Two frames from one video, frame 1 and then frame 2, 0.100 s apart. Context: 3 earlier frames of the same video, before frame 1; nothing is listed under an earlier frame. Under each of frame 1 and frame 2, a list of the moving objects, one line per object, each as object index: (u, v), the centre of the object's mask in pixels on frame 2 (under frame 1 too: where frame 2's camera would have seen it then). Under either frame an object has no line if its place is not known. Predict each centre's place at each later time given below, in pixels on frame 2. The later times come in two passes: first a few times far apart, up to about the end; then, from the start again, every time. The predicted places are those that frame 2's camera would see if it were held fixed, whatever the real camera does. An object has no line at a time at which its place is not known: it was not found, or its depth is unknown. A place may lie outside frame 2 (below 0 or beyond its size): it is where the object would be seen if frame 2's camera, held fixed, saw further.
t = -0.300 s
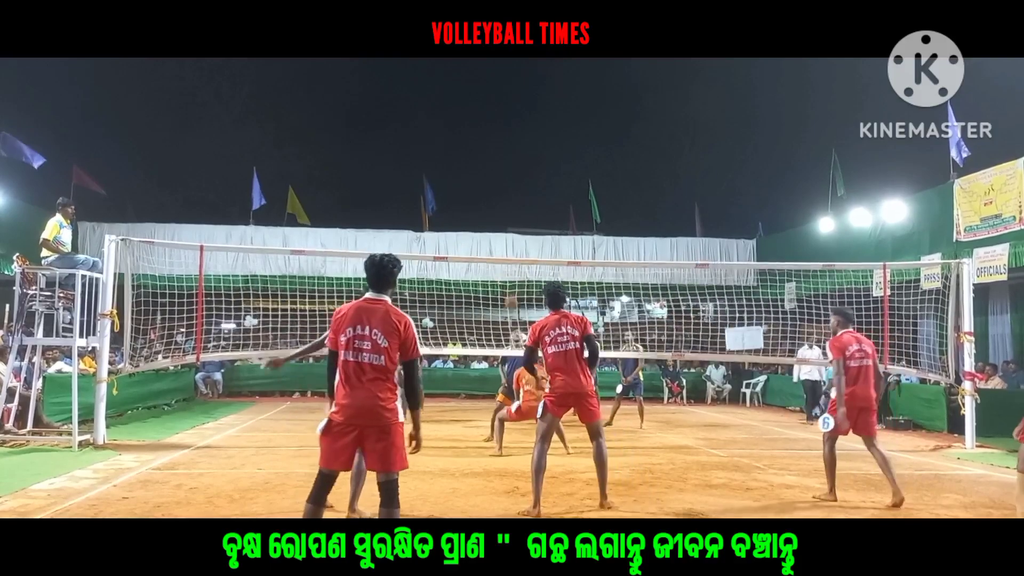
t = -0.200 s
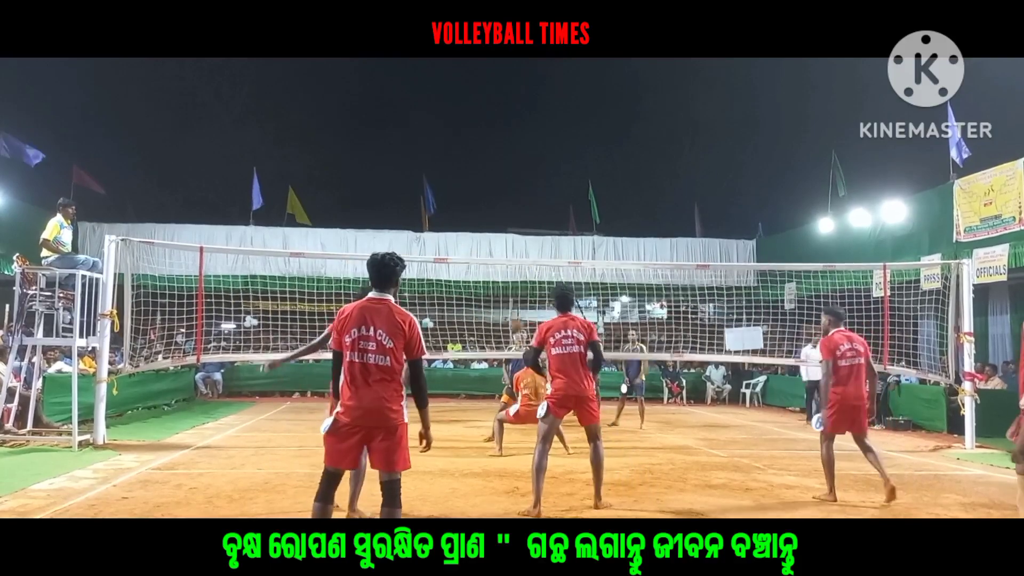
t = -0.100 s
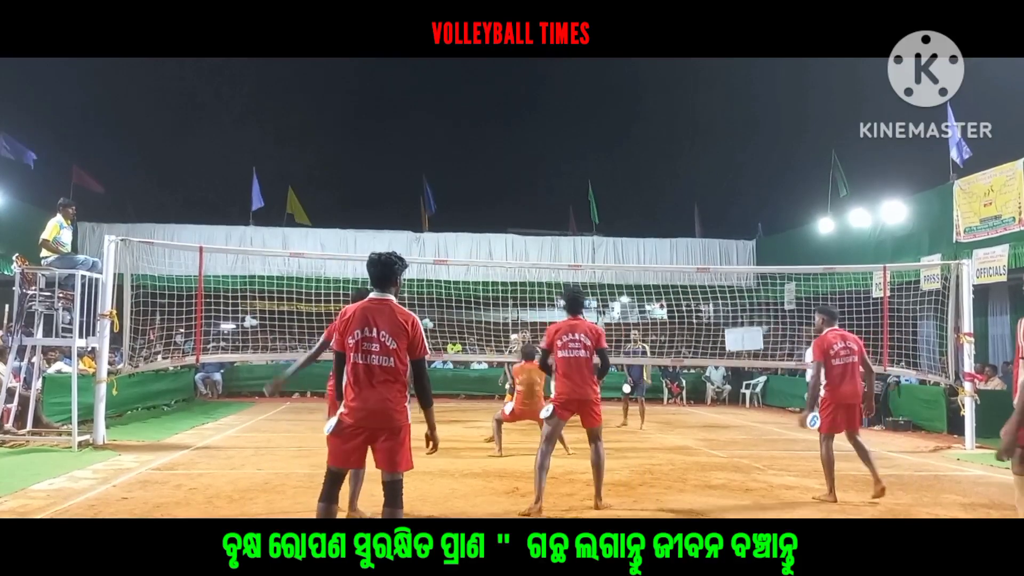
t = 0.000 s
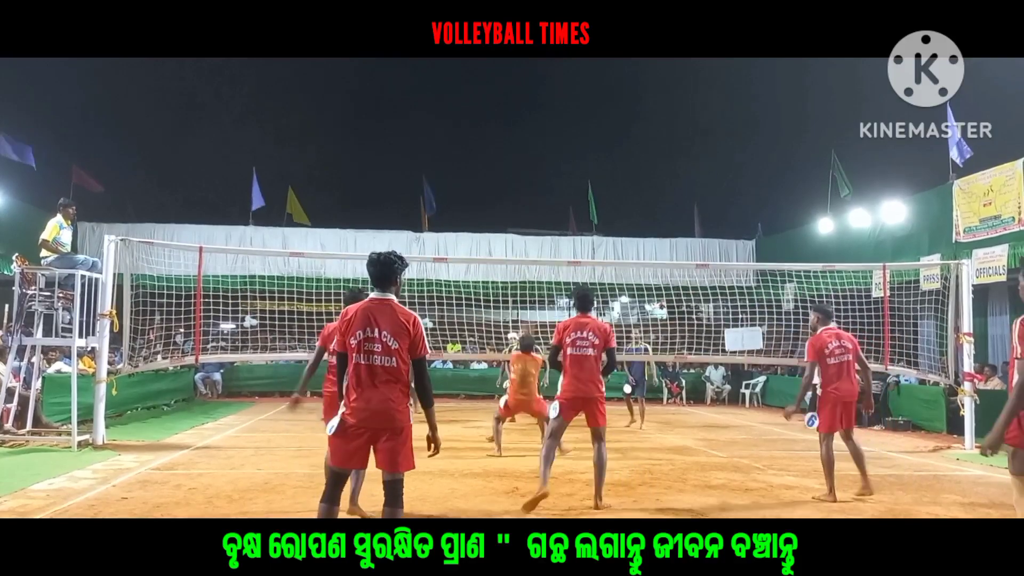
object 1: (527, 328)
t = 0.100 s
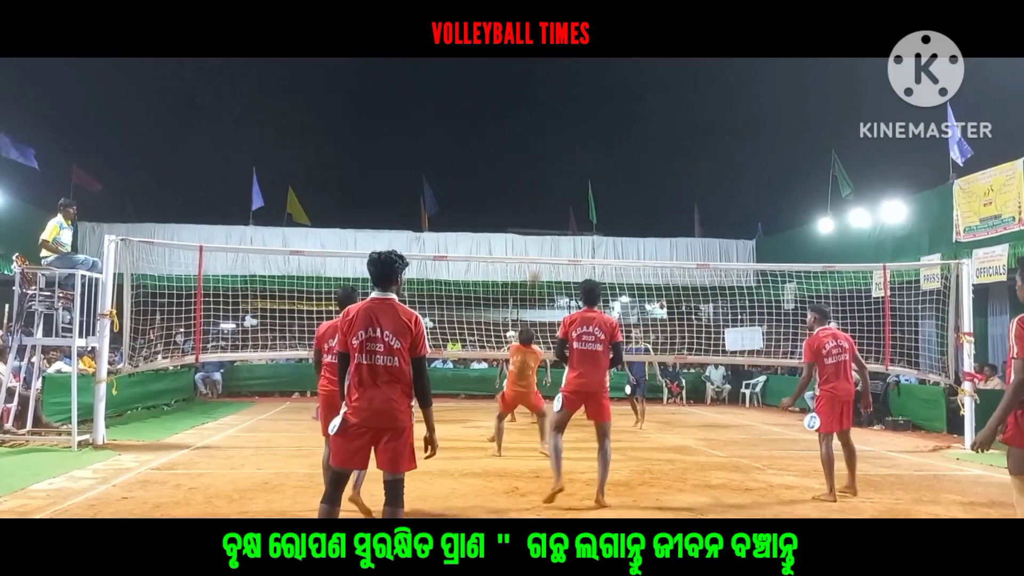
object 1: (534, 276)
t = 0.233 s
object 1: (544, 219)
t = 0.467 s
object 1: (560, 146)
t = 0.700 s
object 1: (577, 112)
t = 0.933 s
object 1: (596, 125)
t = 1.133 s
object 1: (614, 180)
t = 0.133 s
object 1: (537, 262)
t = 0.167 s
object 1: (539, 248)
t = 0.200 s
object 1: (541, 230)
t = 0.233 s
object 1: (544, 219)
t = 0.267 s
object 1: (546, 206)
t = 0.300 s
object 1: (548, 194)
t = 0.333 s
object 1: (550, 183)
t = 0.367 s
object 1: (553, 173)
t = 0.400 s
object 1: (555, 163)
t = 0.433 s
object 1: (557, 154)
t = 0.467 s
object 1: (560, 146)
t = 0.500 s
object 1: (562, 138)
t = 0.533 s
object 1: (564, 132)
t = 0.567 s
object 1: (567, 126)
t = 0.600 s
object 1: (569, 121)
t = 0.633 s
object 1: (572, 117)
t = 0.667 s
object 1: (575, 114)
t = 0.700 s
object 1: (577, 112)
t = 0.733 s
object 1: (580, 111)
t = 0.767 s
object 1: (582, 111)
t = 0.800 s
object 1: (585, 112)
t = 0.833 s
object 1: (588, 114)
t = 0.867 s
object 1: (591, 117)
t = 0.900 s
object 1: (593, 120)
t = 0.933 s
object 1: (596, 125)
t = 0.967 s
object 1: (599, 132)
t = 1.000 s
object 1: (602, 139)
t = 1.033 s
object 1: (605, 147)
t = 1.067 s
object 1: (608, 157)
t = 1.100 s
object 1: (611, 168)
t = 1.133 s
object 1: (614, 180)
